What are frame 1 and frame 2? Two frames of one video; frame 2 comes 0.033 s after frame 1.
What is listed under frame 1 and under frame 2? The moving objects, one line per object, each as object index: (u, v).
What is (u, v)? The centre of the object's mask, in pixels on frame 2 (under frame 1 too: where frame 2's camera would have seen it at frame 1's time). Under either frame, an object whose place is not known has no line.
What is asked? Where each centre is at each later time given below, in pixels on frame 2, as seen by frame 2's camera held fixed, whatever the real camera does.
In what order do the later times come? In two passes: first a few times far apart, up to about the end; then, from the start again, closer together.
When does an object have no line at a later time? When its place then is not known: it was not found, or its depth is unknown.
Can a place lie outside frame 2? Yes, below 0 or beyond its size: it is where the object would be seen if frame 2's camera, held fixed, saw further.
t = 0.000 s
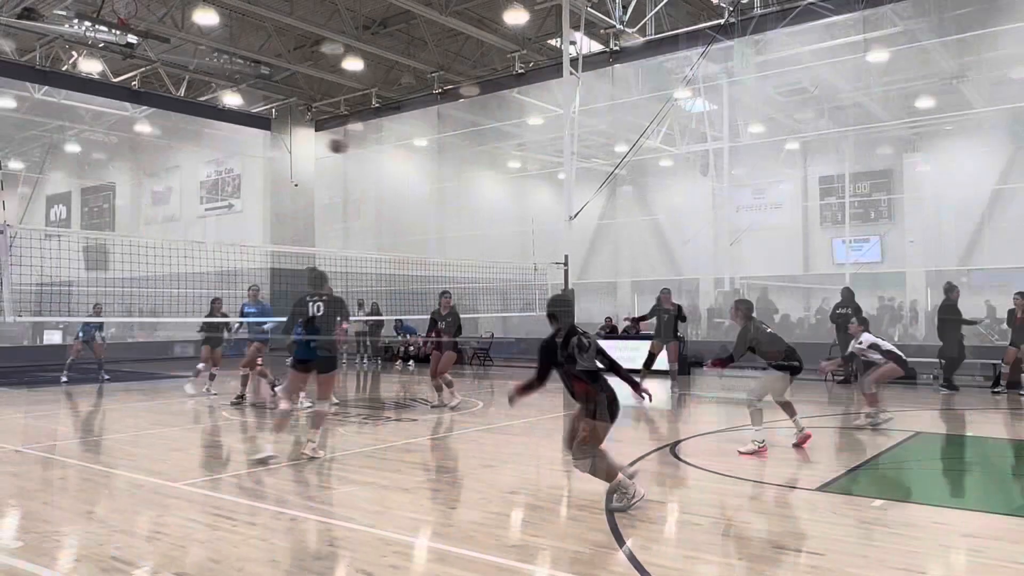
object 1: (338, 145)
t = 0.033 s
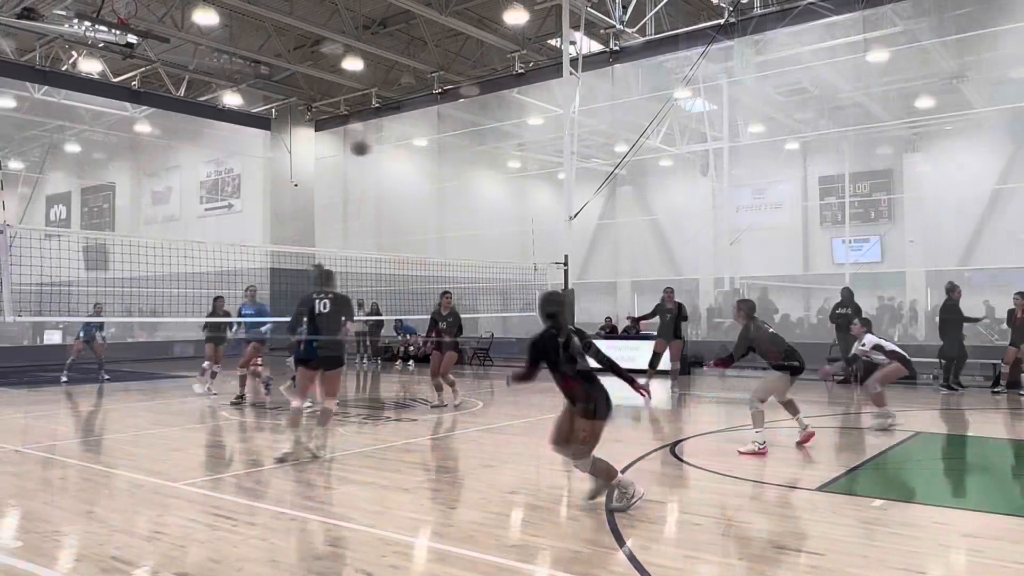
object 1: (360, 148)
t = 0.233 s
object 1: (514, 184)
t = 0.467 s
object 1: (730, 288)
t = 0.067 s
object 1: (384, 151)
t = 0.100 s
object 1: (409, 155)
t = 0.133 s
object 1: (435, 161)
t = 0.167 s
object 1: (460, 168)
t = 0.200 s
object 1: (487, 175)
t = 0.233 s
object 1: (514, 184)
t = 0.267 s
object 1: (541, 193)
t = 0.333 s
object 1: (601, 220)
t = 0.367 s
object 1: (631, 234)
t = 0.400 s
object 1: (663, 251)
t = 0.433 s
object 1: (695, 269)
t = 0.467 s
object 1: (730, 288)
